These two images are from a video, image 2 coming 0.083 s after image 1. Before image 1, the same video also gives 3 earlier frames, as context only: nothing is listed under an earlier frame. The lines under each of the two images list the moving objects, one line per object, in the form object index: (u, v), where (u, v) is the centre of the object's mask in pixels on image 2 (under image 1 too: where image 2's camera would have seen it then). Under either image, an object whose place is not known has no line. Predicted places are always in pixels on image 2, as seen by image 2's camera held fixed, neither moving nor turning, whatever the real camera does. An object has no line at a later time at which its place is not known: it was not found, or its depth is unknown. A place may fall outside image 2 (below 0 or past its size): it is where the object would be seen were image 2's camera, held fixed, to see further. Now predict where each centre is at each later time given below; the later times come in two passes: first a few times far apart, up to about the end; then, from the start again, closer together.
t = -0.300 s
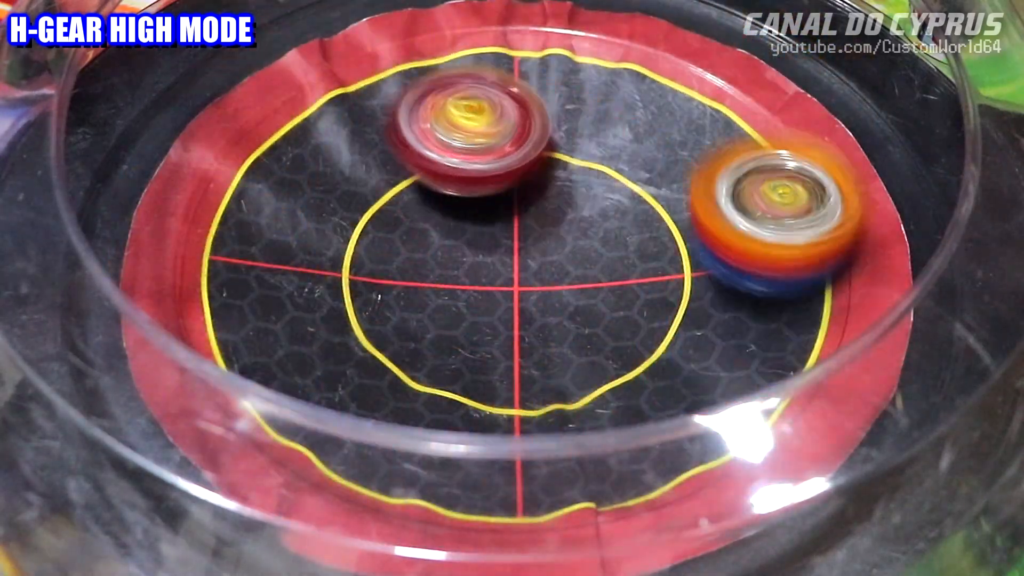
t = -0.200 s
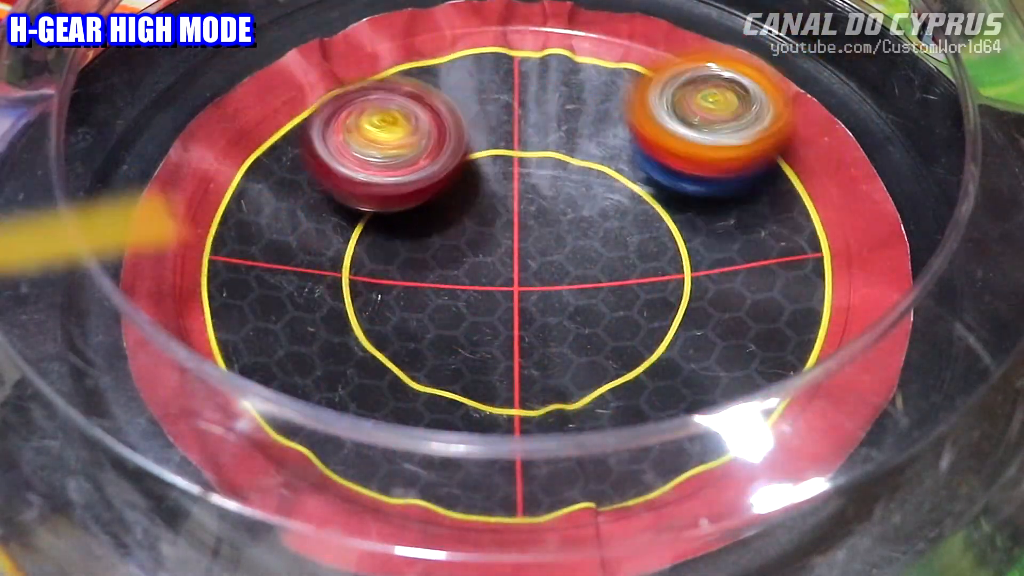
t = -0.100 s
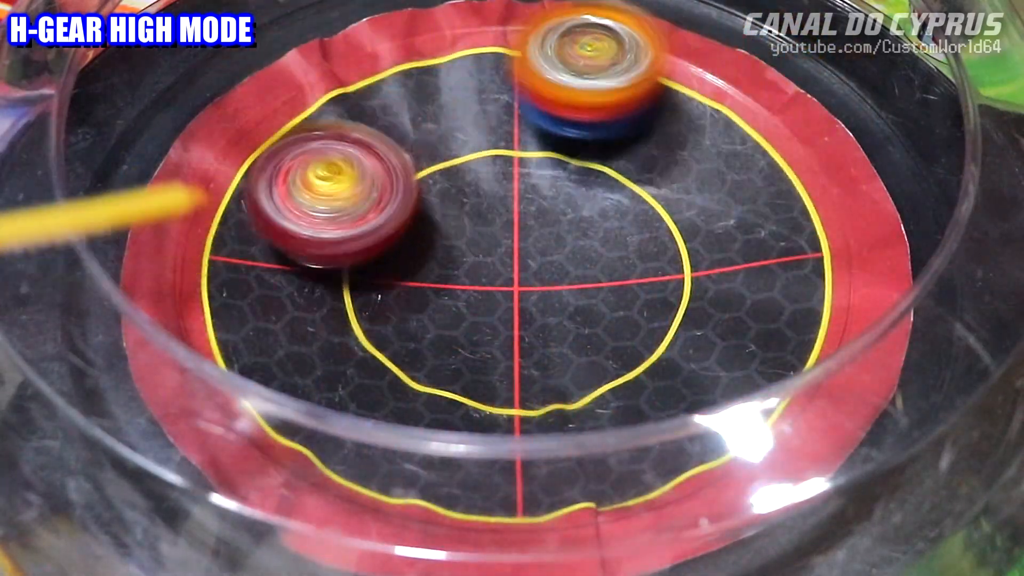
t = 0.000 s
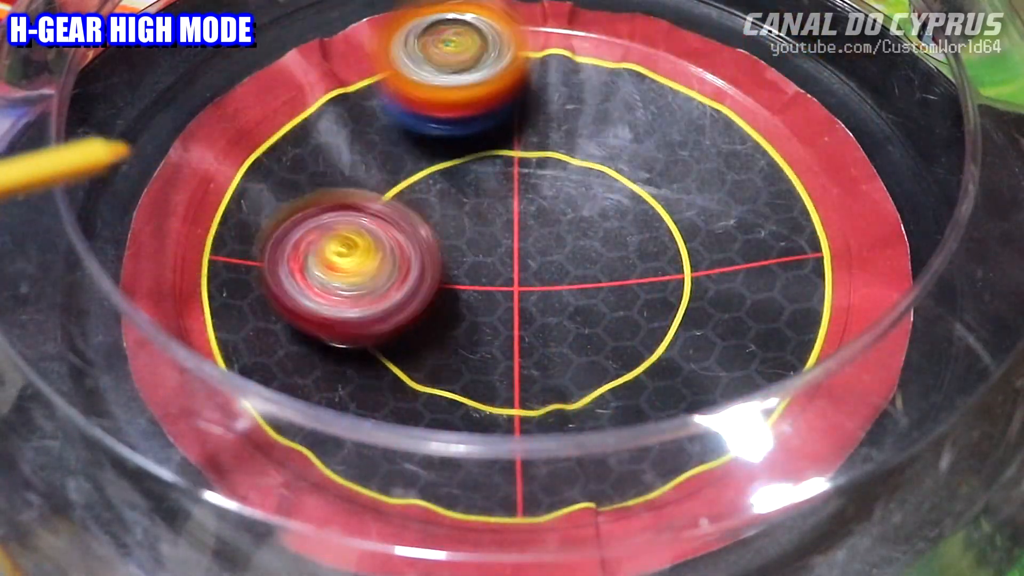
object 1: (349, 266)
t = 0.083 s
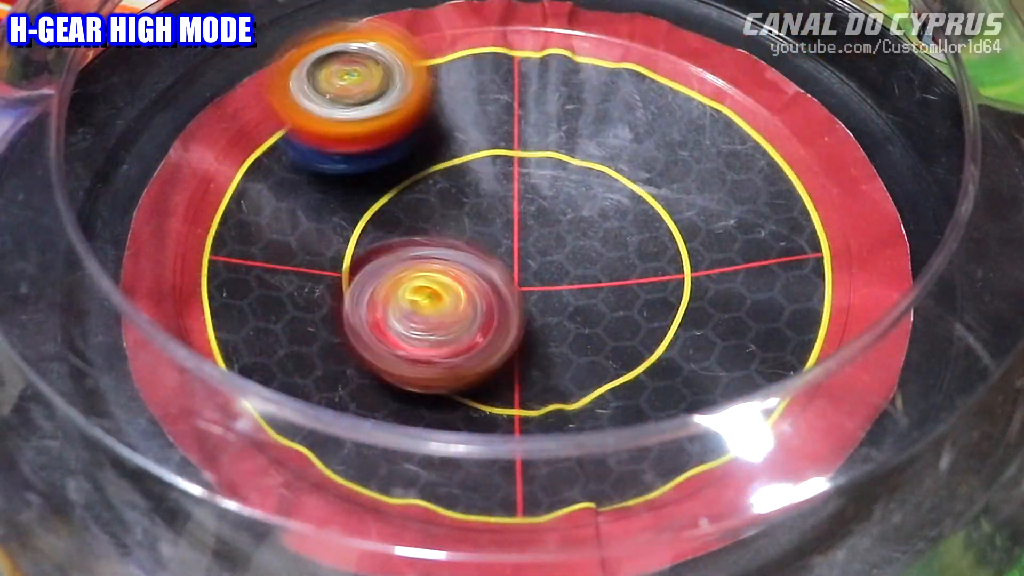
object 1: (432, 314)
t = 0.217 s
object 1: (581, 298)
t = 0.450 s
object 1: (617, 145)
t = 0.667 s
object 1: (448, 138)
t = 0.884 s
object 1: (454, 294)
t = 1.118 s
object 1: (656, 274)
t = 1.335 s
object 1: (578, 167)
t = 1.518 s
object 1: (428, 225)
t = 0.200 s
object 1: (566, 306)
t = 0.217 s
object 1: (581, 298)
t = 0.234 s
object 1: (595, 290)
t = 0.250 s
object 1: (605, 279)
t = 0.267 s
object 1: (615, 269)
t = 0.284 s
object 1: (624, 257)
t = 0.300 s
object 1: (631, 247)
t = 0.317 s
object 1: (637, 234)
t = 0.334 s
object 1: (641, 222)
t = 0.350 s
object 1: (642, 210)
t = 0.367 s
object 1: (641, 199)
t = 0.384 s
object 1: (639, 187)
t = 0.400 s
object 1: (635, 176)
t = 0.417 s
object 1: (631, 165)
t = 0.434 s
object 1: (623, 155)
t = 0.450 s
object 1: (617, 145)
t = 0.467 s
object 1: (606, 136)
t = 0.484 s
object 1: (597, 129)
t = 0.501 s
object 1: (585, 124)
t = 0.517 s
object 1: (573, 119)
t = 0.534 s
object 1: (559, 116)
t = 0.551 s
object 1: (546, 113)
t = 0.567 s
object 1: (531, 112)
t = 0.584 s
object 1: (516, 112)
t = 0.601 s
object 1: (502, 114)
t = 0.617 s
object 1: (486, 117)
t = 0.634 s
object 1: (474, 122)
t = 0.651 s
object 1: (459, 129)
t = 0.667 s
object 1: (448, 138)
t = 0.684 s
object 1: (436, 148)
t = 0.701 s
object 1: (428, 159)
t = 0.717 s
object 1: (419, 171)
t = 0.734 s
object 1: (415, 183)
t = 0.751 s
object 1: (411, 197)
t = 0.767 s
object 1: (410, 210)
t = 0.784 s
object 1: (410, 224)
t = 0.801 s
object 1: (412, 238)
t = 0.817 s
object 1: (417, 251)
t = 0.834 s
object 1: (424, 263)
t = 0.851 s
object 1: (433, 274)
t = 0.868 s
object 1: (441, 285)
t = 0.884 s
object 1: (454, 294)
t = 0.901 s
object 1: (468, 302)
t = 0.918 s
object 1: (482, 309)
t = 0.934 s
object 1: (499, 314)
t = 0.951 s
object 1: (514, 318)
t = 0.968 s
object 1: (532, 320)
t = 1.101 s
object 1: (649, 284)
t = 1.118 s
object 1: (656, 274)
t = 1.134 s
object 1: (665, 264)
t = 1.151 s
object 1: (668, 253)
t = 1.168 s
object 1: (672, 243)
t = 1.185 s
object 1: (671, 232)
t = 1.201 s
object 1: (670, 221)
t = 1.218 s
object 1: (663, 210)
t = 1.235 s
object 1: (657, 202)
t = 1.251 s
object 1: (649, 193)
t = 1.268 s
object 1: (637, 186)
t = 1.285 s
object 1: (625, 179)
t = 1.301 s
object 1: (611, 174)
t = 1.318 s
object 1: (595, 169)
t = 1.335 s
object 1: (578, 167)
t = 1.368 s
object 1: (544, 167)
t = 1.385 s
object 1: (527, 170)
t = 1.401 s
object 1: (510, 173)
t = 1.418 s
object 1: (494, 178)
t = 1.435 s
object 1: (481, 183)
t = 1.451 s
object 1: (467, 190)
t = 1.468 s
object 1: (456, 196)
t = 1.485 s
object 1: (445, 205)
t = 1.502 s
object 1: (436, 215)
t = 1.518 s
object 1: (428, 225)
